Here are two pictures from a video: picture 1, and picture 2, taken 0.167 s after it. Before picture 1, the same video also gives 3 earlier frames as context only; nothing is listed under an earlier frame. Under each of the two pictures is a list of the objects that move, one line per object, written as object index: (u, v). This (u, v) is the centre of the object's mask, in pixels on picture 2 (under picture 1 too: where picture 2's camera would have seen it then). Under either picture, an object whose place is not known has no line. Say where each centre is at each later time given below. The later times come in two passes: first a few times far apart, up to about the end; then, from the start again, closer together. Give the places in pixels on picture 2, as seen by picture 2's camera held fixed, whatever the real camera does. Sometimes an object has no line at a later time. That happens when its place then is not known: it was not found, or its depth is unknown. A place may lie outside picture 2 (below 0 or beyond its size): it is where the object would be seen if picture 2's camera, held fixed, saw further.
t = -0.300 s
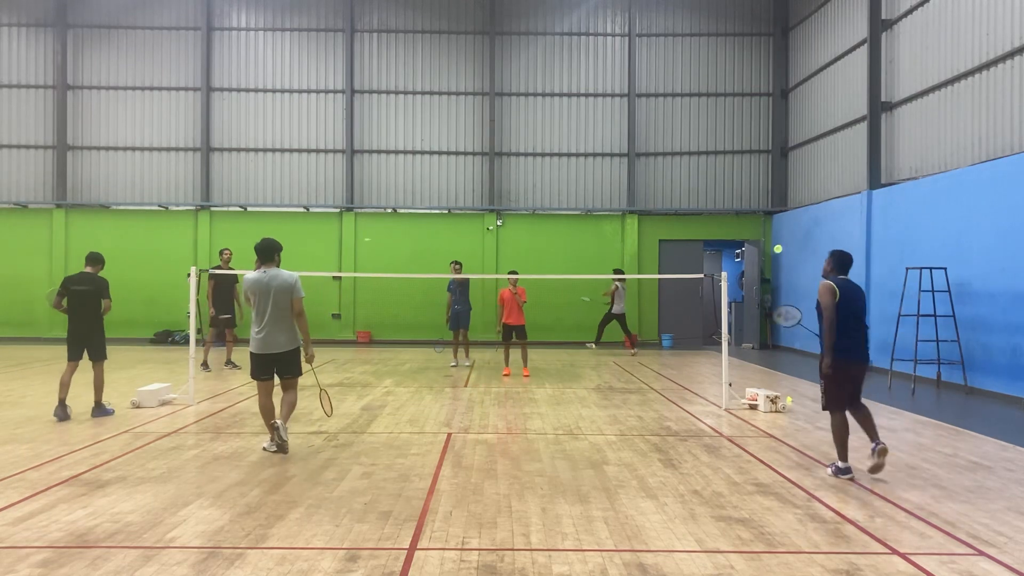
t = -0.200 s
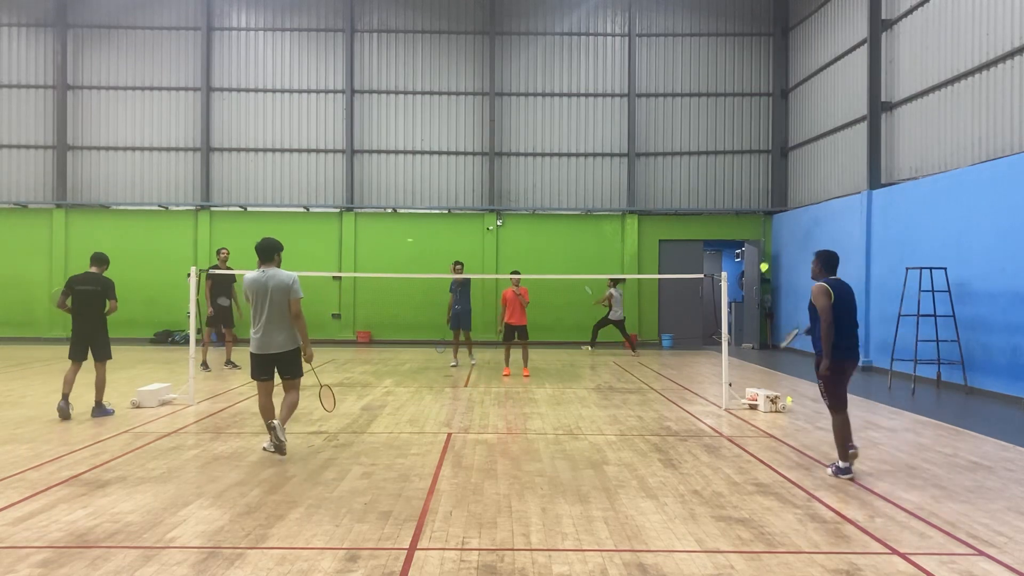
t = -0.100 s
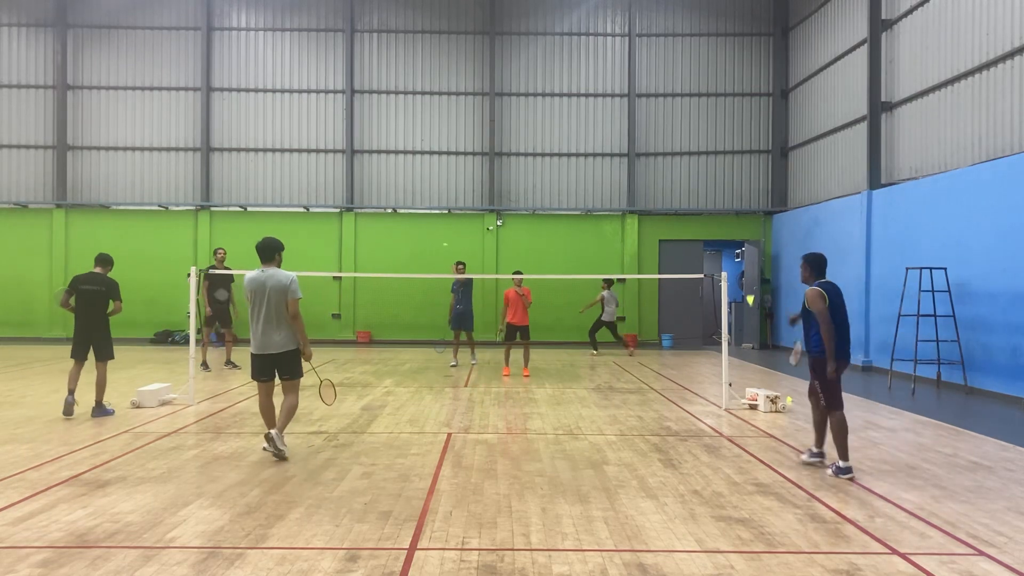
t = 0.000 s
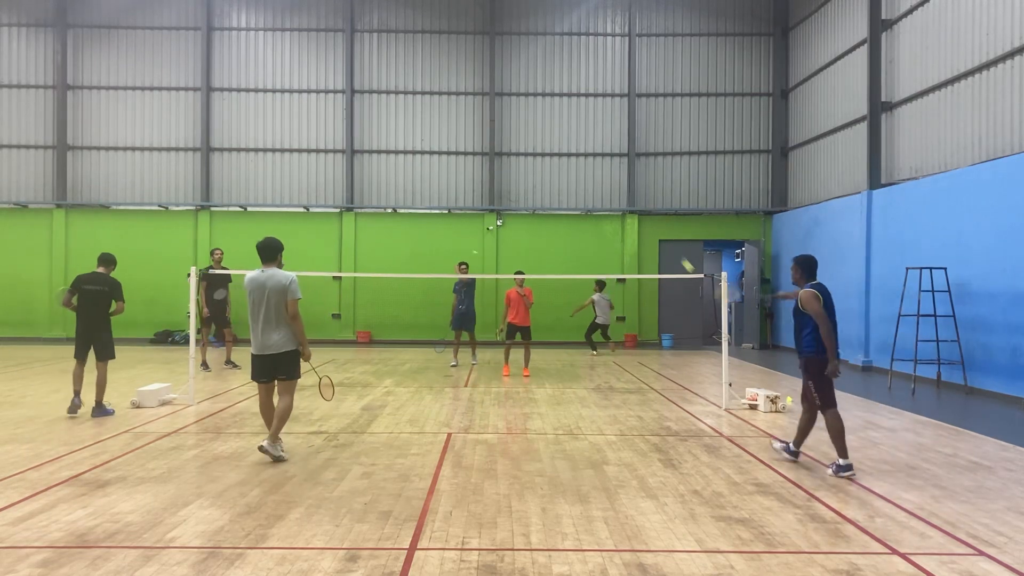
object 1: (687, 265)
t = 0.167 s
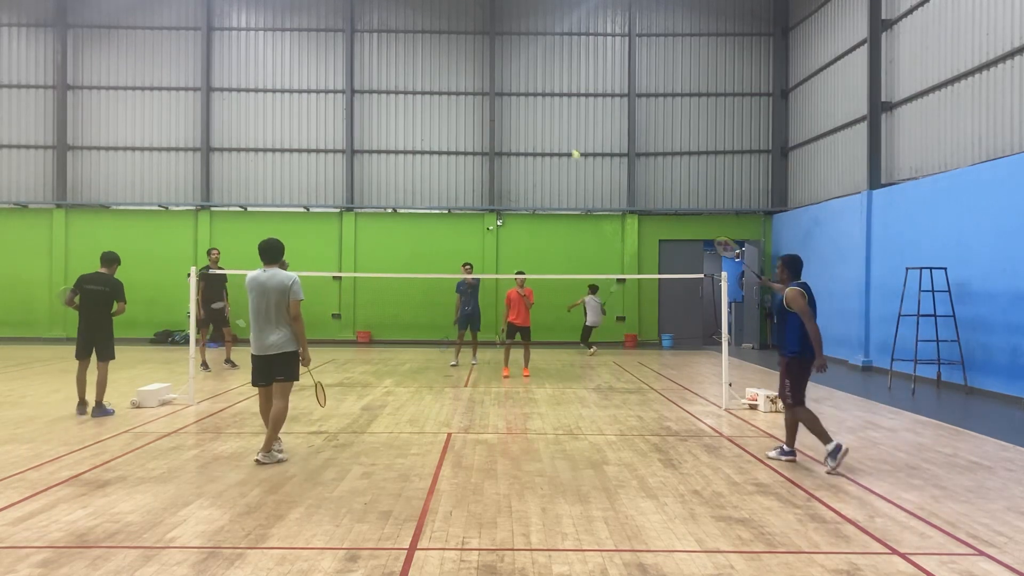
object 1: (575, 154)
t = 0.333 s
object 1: (515, 114)
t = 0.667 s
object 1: (445, 121)
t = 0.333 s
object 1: (515, 114)
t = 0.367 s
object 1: (506, 110)
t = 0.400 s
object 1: (497, 108)
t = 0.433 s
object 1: (489, 107)
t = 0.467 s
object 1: (482, 107)
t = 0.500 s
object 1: (475, 107)
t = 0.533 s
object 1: (468, 108)
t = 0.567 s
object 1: (462, 110)
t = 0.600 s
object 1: (456, 113)
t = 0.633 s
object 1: (450, 117)
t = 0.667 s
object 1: (445, 121)
